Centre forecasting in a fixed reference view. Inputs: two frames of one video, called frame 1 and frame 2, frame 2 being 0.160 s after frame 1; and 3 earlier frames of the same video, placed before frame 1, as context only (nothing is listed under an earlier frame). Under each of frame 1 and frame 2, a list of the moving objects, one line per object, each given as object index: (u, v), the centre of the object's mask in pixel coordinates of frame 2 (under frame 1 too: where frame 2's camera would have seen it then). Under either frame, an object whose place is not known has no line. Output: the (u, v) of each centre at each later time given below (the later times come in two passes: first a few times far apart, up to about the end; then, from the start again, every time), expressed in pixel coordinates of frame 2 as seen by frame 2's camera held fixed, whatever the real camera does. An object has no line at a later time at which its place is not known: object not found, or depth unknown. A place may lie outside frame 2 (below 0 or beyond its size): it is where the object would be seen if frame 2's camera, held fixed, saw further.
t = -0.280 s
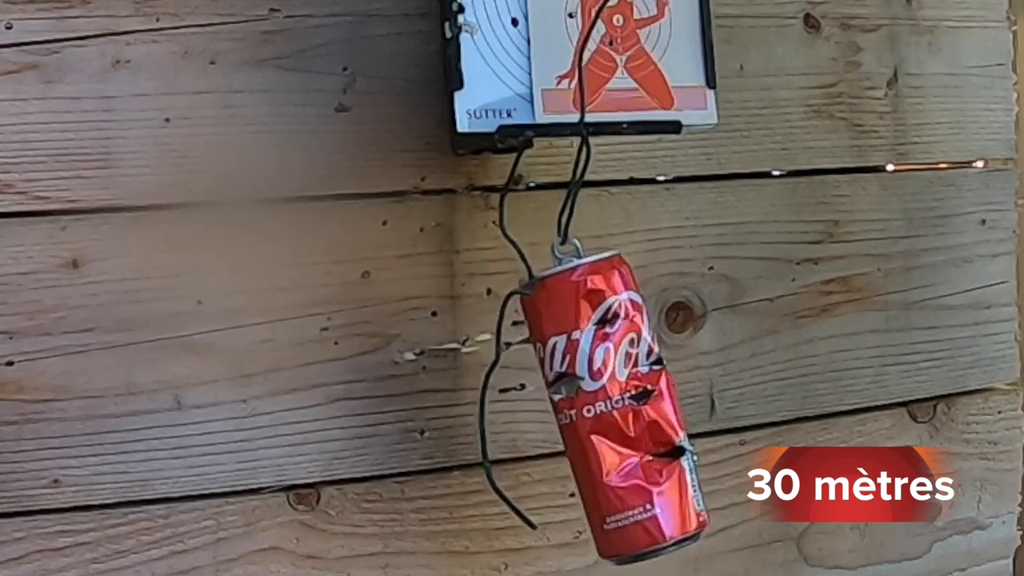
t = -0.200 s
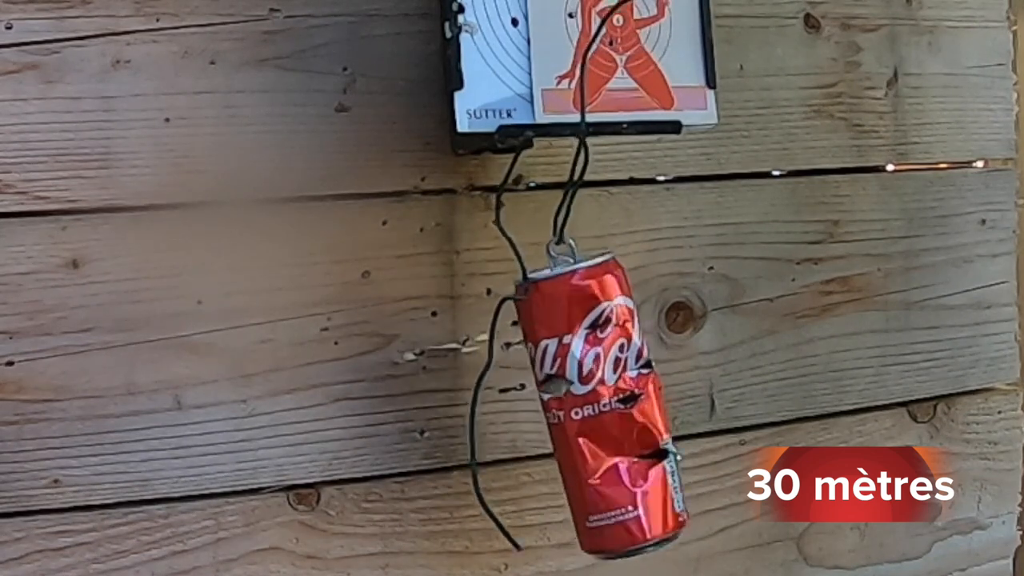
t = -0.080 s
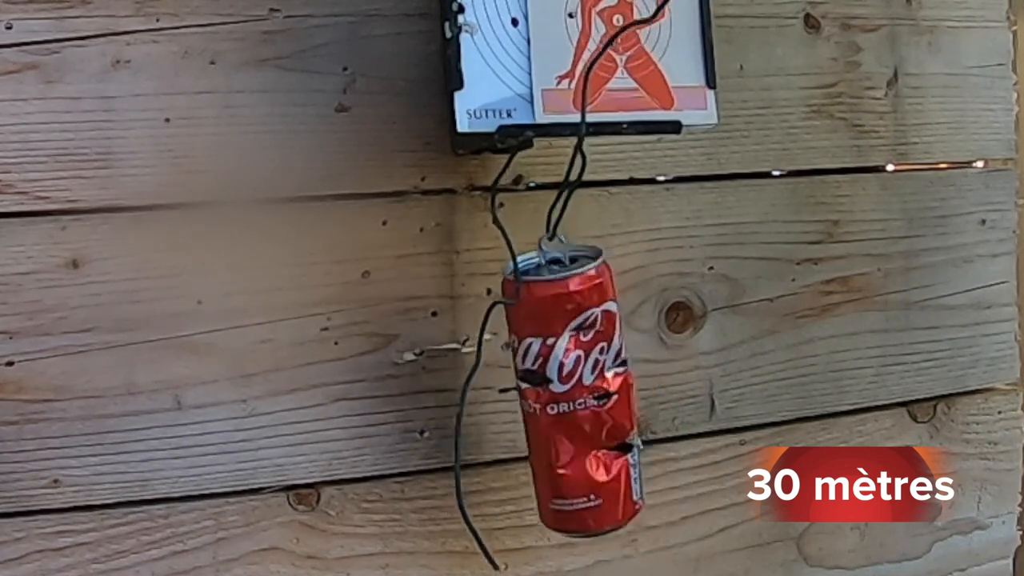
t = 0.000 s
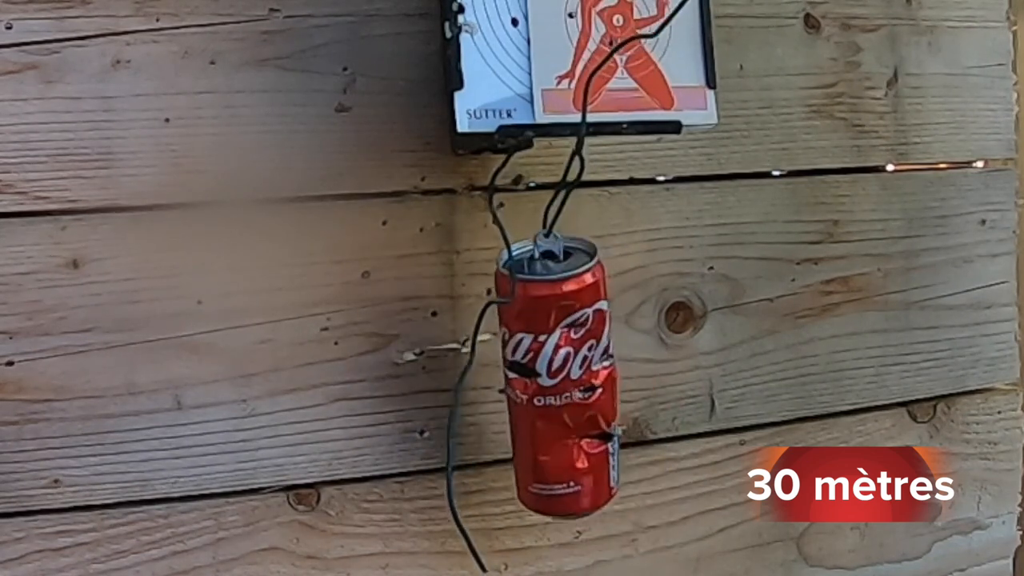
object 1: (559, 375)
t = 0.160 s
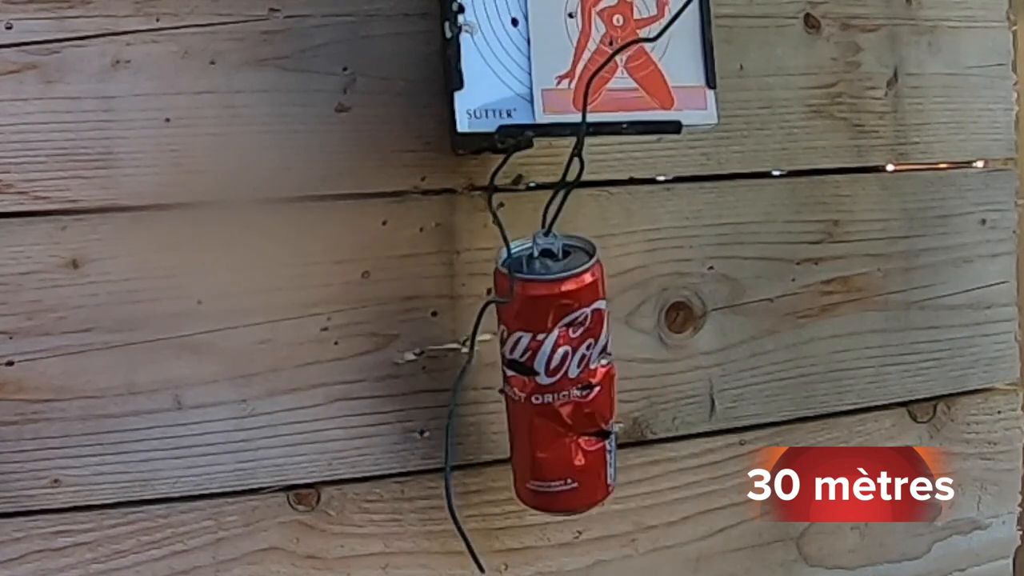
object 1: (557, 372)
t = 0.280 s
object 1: (578, 391)
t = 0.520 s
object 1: (614, 408)
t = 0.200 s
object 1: (562, 378)
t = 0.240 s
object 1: (570, 385)
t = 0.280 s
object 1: (578, 391)
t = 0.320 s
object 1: (587, 399)
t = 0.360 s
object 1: (596, 404)
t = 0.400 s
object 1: (603, 407)
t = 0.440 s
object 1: (609, 408)
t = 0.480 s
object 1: (613, 408)
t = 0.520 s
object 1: (614, 408)
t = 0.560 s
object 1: (614, 408)
